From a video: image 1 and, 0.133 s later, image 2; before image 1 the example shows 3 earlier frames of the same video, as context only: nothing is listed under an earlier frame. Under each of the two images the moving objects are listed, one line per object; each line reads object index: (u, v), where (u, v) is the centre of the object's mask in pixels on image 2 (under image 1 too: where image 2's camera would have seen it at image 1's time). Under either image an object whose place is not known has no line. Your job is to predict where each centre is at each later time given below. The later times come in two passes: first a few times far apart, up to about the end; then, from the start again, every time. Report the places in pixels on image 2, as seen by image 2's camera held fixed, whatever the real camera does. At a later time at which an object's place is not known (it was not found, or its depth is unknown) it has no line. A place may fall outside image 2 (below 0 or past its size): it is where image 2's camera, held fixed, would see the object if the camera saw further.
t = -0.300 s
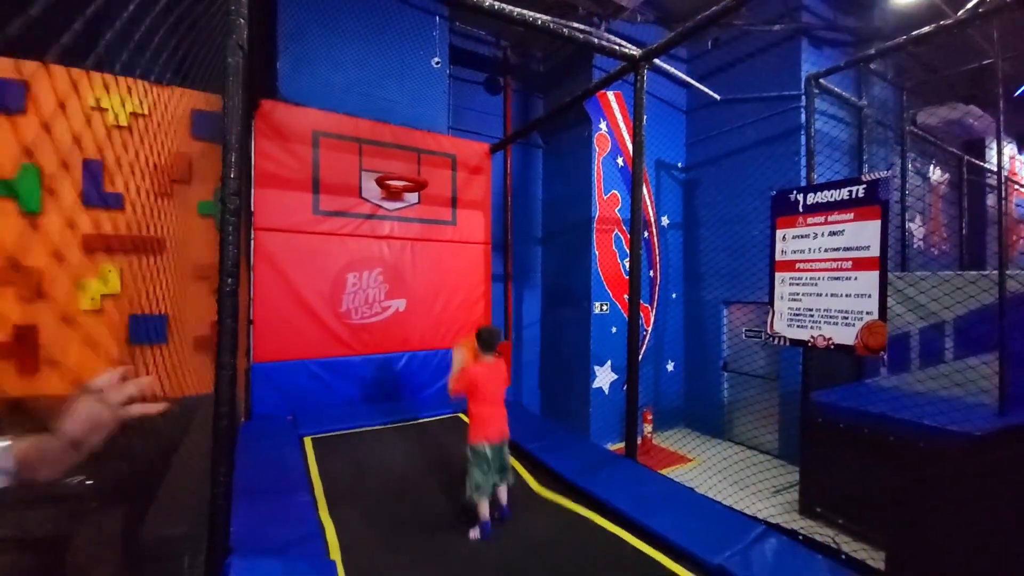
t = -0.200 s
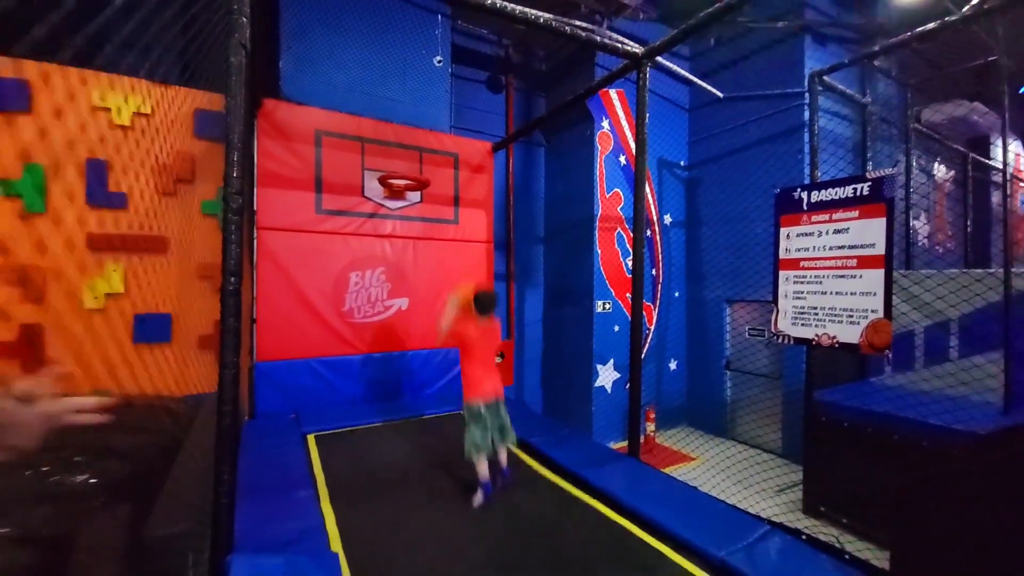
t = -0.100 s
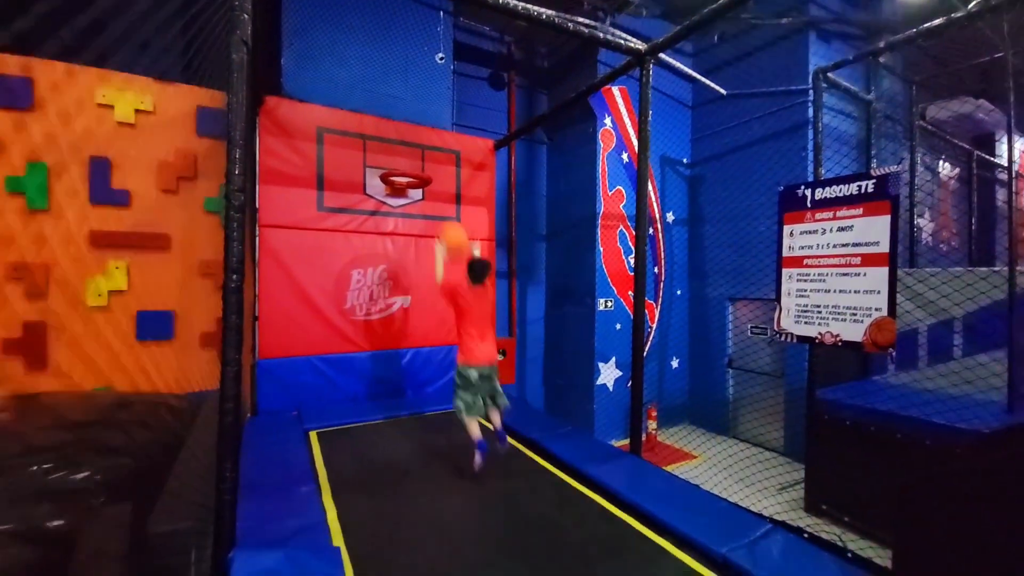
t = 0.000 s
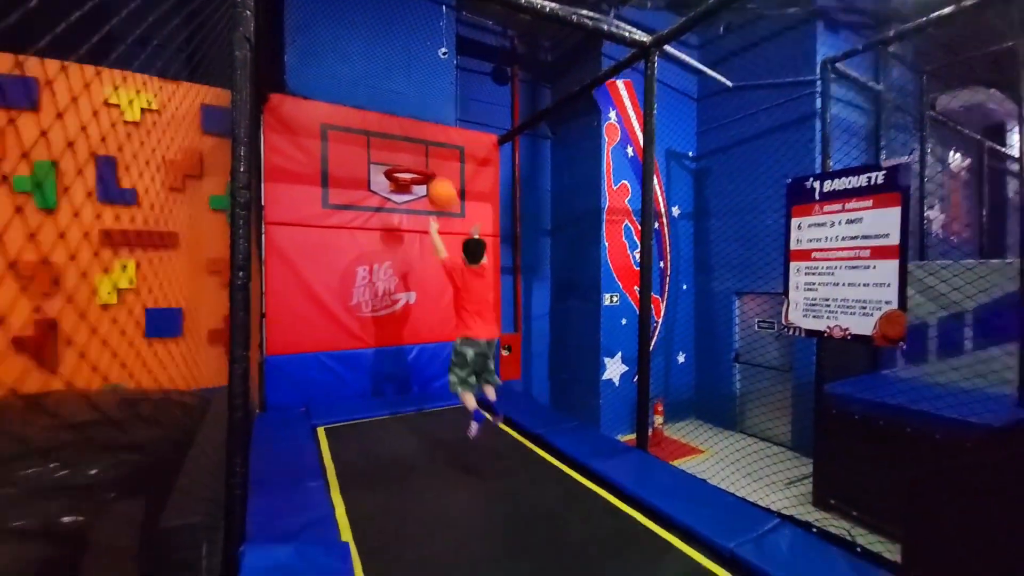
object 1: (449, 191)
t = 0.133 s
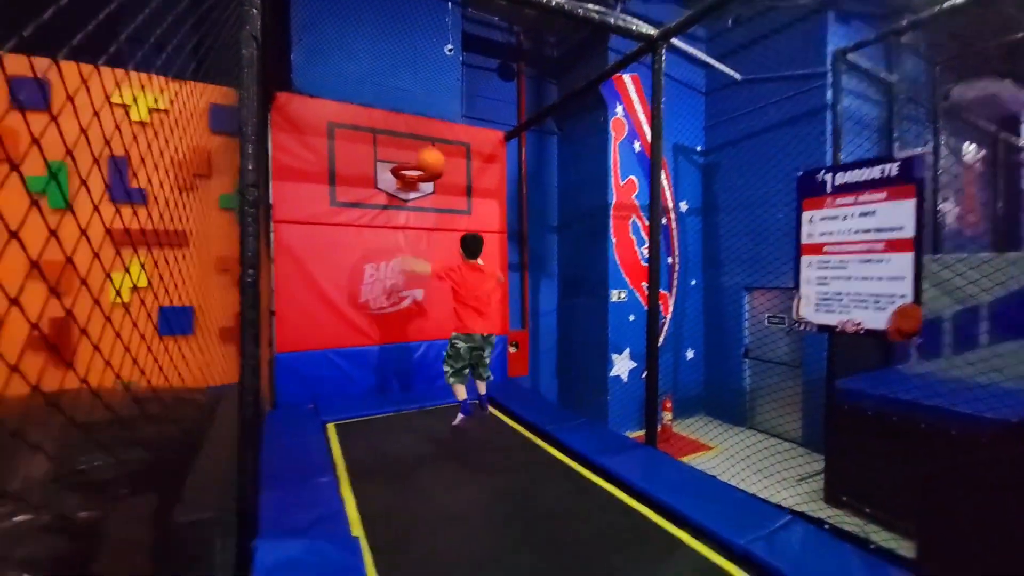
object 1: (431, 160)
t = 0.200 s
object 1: (422, 153)
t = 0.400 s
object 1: (412, 136)
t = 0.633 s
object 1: (397, 151)
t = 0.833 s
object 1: (377, 168)
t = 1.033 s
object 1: (354, 232)
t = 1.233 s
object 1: (331, 353)
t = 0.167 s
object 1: (428, 159)
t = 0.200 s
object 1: (422, 153)
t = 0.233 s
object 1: (420, 150)
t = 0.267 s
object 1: (418, 146)
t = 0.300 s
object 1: (417, 142)
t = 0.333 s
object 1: (415, 138)
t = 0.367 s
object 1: (413, 137)
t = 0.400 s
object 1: (412, 136)
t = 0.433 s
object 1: (410, 136)
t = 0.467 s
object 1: (408, 138)
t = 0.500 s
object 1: (406, 140)
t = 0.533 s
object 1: (404, 144)
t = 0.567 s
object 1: (402, 149)
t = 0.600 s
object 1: (400, 152)
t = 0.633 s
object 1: (397, 151)
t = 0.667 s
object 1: (393, 151)
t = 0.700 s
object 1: (389, 151)
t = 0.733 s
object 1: (387, 154)
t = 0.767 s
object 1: (383, 157)
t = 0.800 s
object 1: (380, 162)
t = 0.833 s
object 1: (377, 168)
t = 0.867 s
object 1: (374, 174)
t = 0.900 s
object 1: (369, 184)
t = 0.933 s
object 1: (365, 193)
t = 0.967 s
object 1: (362, 204)
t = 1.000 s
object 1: (357, 216)
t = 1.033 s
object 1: (354, 232)
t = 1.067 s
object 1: (350, 246)
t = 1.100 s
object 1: (347, 264)
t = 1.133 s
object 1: (343, 283)
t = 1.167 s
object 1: (339, 303)
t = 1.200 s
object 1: (334, 329)
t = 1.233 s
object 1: (331, 353)
